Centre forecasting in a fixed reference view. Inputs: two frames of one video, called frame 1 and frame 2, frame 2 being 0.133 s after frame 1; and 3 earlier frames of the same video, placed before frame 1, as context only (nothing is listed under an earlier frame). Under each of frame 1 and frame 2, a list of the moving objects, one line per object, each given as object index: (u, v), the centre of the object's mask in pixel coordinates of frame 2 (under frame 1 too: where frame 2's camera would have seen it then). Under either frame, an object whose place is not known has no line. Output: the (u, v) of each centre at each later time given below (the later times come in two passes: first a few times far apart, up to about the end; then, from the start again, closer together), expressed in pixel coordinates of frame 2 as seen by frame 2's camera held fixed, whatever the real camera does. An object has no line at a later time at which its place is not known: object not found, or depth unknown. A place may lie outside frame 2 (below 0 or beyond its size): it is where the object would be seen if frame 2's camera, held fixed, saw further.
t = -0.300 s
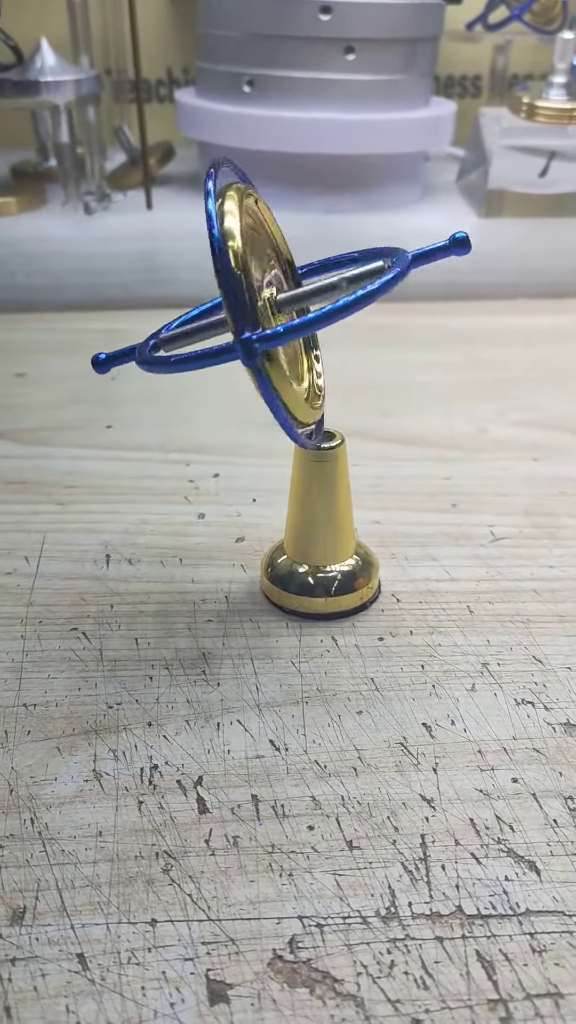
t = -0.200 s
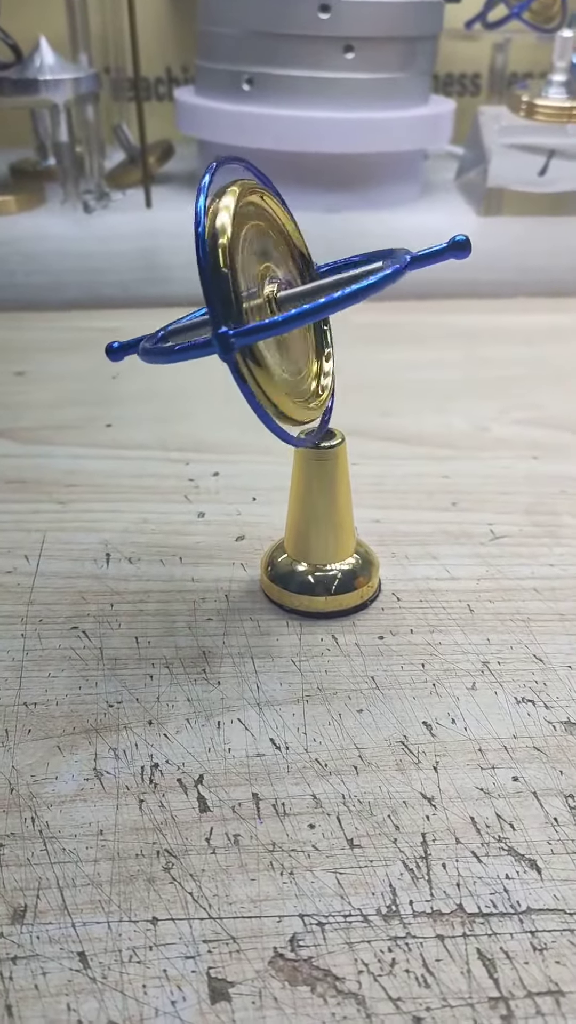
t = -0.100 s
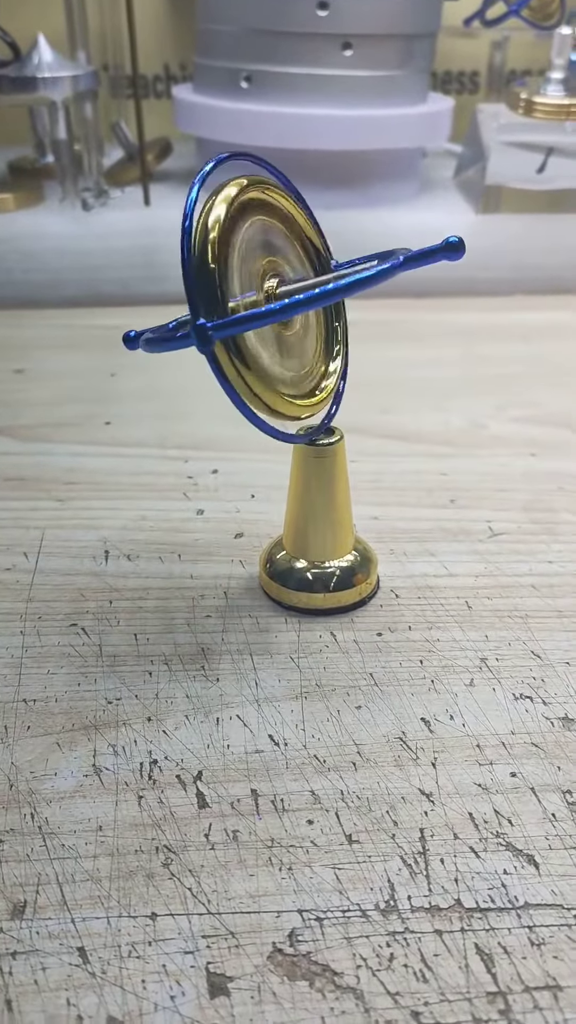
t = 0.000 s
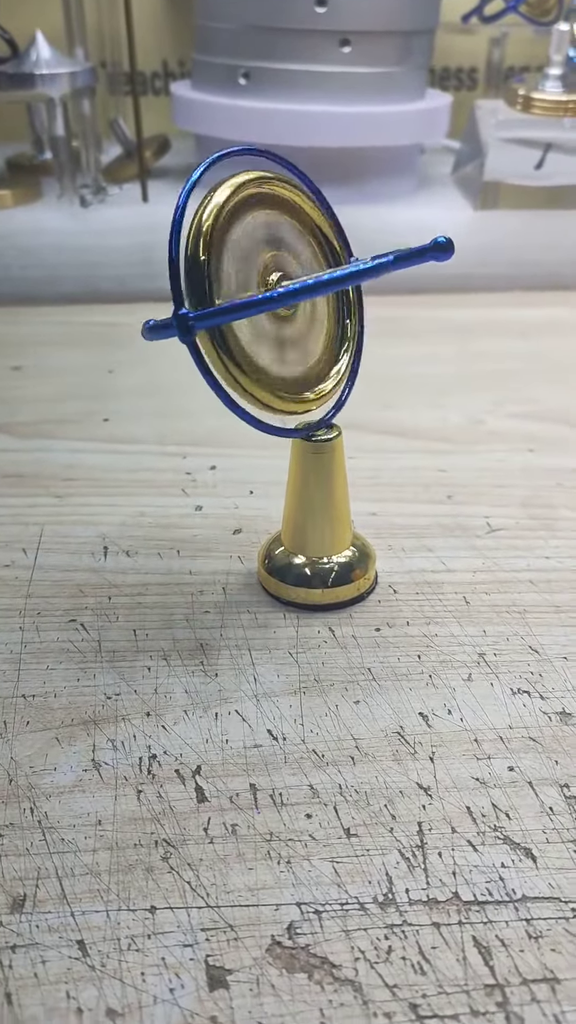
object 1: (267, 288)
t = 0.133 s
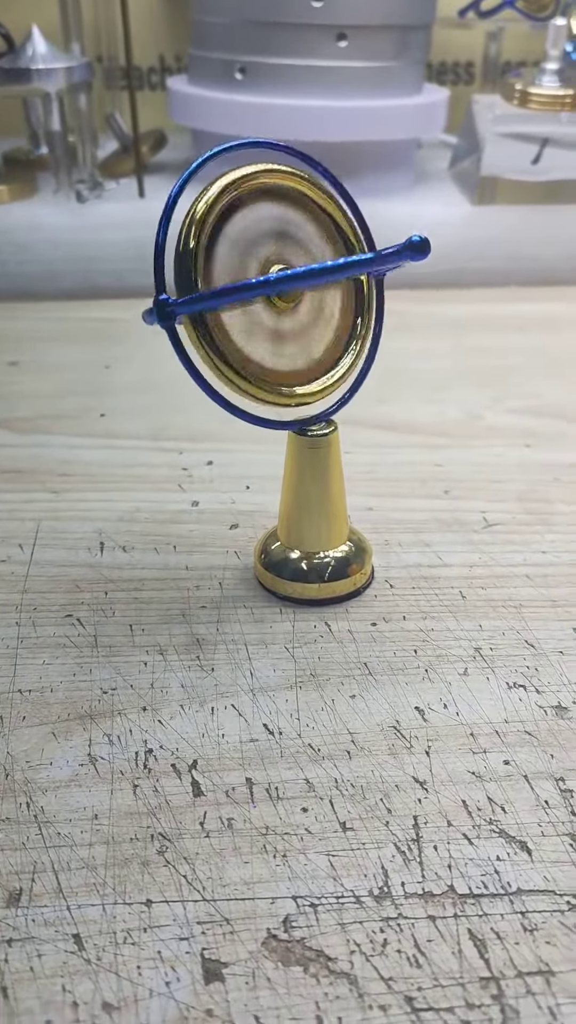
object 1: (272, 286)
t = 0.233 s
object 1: (278, 285)
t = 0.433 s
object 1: (298, 284)
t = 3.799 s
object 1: (386, 300)
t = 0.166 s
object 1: (273, 286)
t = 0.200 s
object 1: (276, 285)
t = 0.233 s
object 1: (278, 285)
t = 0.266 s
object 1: (281, 284)
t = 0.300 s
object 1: (284, 284)
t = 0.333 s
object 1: (287, 284)
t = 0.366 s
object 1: (291, 283)
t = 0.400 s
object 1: (294, 284)
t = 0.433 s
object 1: (298, 284)
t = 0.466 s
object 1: (302, 283)
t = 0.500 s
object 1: (306, 283)
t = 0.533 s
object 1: (310, 283)
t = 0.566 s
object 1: (315, 284)
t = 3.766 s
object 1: (385, 298)
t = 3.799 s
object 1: (386, 300)
